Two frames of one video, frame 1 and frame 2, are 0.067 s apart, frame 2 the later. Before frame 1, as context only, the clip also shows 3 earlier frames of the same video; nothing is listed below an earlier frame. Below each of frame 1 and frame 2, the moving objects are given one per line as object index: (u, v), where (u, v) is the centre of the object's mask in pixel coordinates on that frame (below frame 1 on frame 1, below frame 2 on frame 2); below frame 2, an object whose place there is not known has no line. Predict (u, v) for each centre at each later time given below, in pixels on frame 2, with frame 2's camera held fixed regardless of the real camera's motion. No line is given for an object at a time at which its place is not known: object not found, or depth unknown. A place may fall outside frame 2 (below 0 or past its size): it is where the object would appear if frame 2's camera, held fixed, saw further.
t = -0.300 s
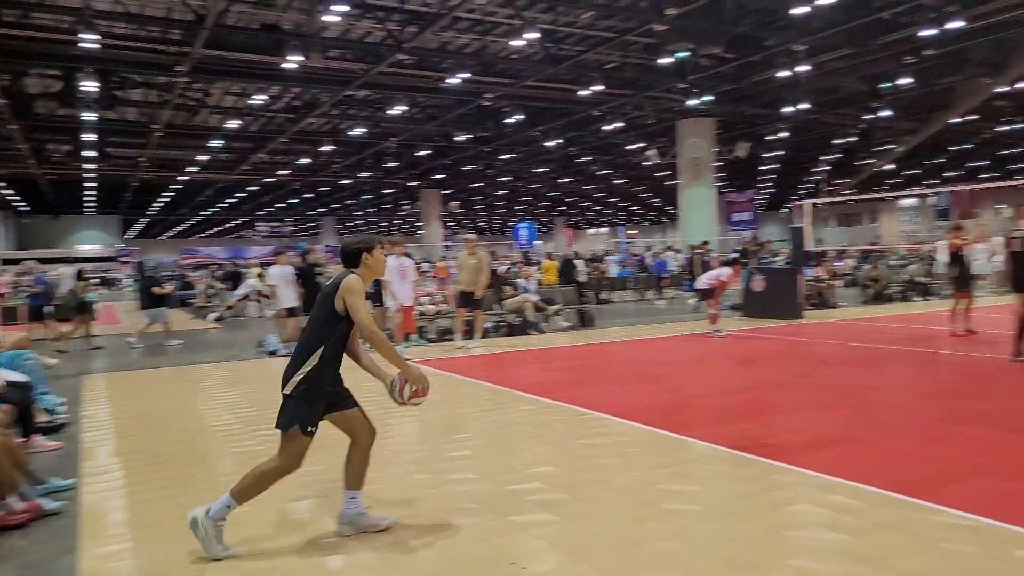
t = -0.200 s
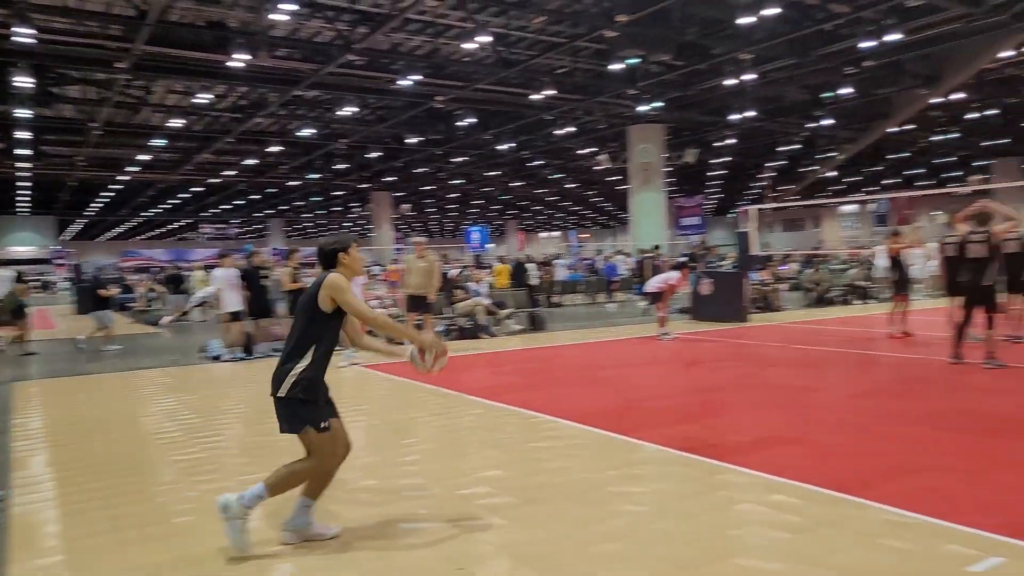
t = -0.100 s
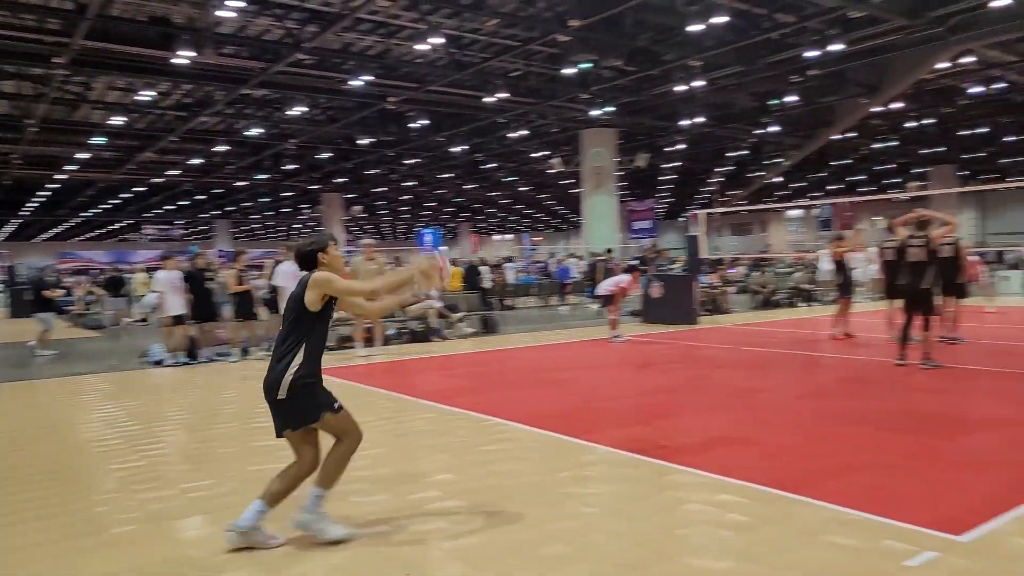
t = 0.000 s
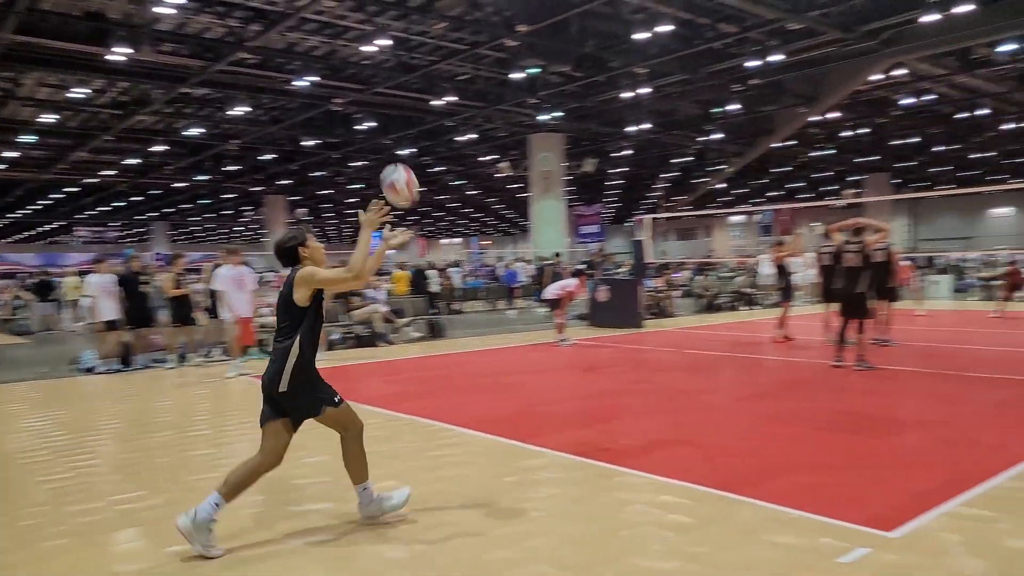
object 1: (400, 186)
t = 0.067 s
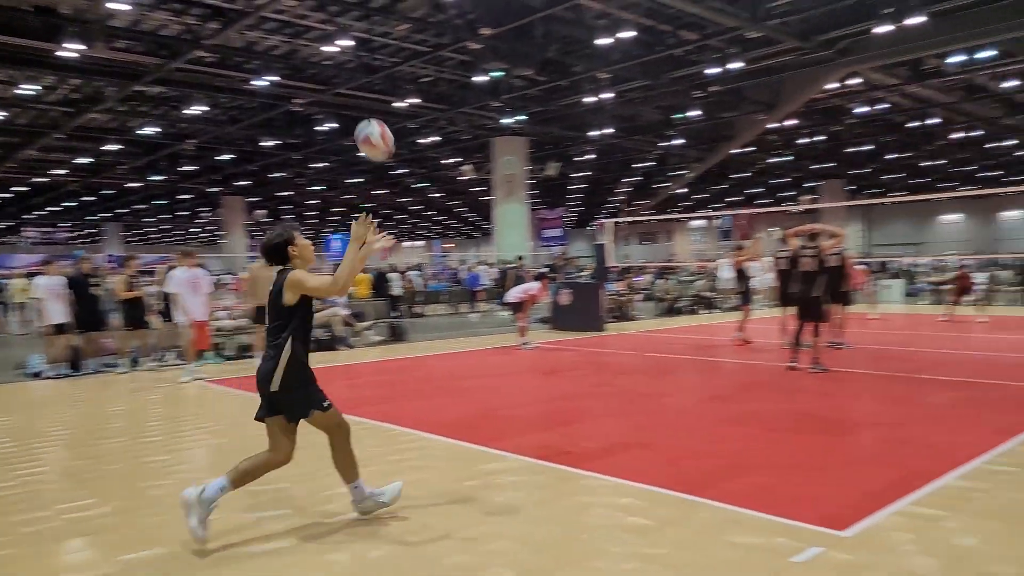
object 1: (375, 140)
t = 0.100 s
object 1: (383, 120)
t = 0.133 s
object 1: (389, 102)
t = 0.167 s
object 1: (394, 85)
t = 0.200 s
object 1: (401, 72)
